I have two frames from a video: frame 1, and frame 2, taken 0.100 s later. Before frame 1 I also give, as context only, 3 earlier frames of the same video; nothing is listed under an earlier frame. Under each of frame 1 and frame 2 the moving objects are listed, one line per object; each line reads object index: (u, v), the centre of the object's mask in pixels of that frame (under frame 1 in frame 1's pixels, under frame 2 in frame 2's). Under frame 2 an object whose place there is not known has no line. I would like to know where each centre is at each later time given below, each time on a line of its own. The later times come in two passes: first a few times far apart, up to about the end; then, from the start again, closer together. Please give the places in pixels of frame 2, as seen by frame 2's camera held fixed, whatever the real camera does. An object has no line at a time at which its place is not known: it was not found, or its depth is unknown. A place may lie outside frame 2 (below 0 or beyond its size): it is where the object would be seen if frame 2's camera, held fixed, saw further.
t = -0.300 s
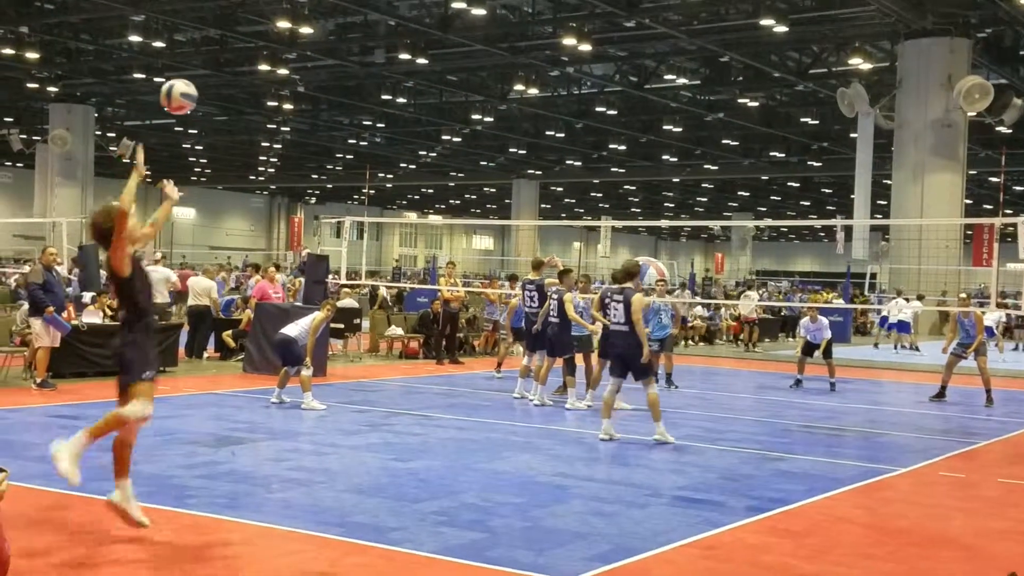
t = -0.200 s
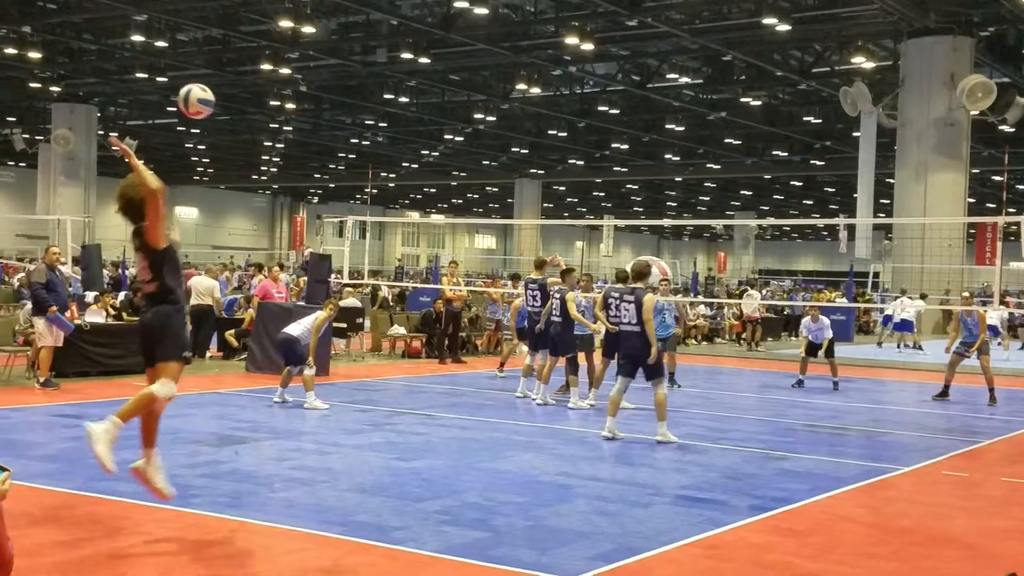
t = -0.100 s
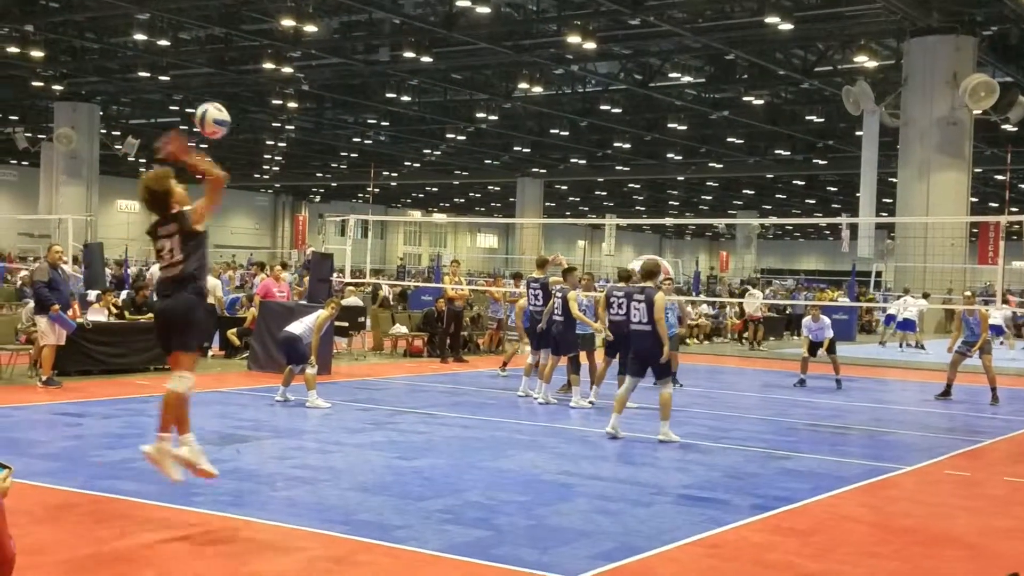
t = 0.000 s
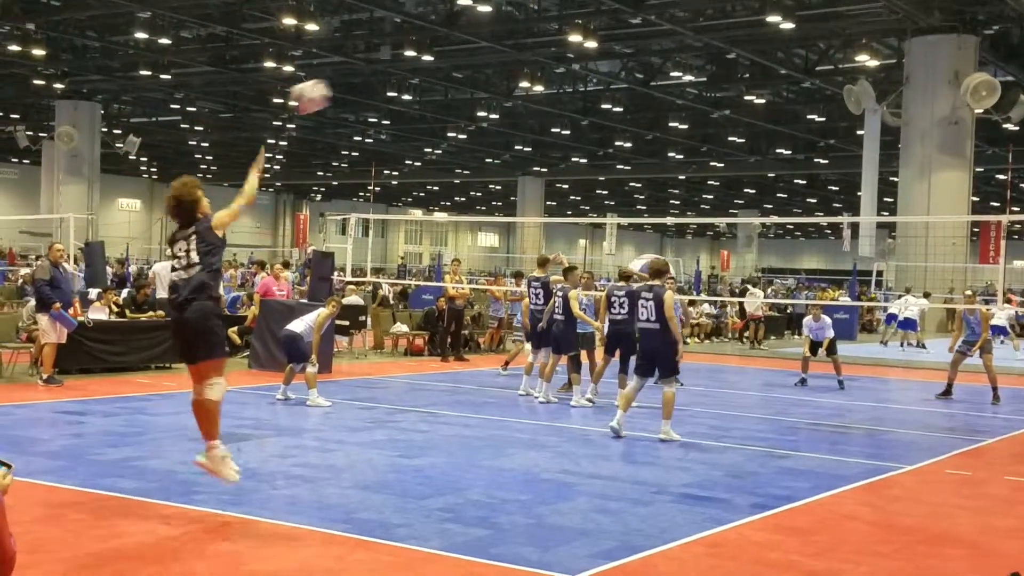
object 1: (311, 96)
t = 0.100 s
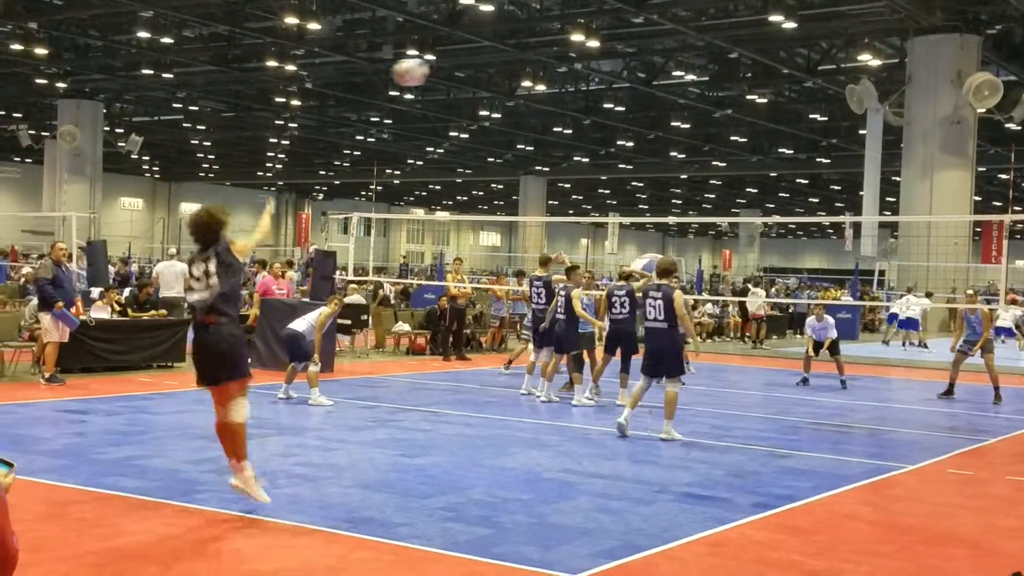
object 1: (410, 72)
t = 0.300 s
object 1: (554, 67)
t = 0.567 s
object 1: (670, 115)
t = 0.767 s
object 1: (727, 175)
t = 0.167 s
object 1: (466, 65)
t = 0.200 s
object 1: (490, 64)
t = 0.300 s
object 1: (554, 67)
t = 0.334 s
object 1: (573, 70)
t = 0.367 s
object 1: (591, 74)
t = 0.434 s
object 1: (621, 85)
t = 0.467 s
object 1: (634, 92)
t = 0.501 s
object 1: (647, 99)
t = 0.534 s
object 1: (659, 107)
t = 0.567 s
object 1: (670, 115)
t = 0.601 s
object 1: (681, 124)
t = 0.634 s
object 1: (691, 134)
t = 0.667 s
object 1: (701, 143)
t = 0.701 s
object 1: (710, 153)
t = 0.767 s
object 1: (727, 175)
